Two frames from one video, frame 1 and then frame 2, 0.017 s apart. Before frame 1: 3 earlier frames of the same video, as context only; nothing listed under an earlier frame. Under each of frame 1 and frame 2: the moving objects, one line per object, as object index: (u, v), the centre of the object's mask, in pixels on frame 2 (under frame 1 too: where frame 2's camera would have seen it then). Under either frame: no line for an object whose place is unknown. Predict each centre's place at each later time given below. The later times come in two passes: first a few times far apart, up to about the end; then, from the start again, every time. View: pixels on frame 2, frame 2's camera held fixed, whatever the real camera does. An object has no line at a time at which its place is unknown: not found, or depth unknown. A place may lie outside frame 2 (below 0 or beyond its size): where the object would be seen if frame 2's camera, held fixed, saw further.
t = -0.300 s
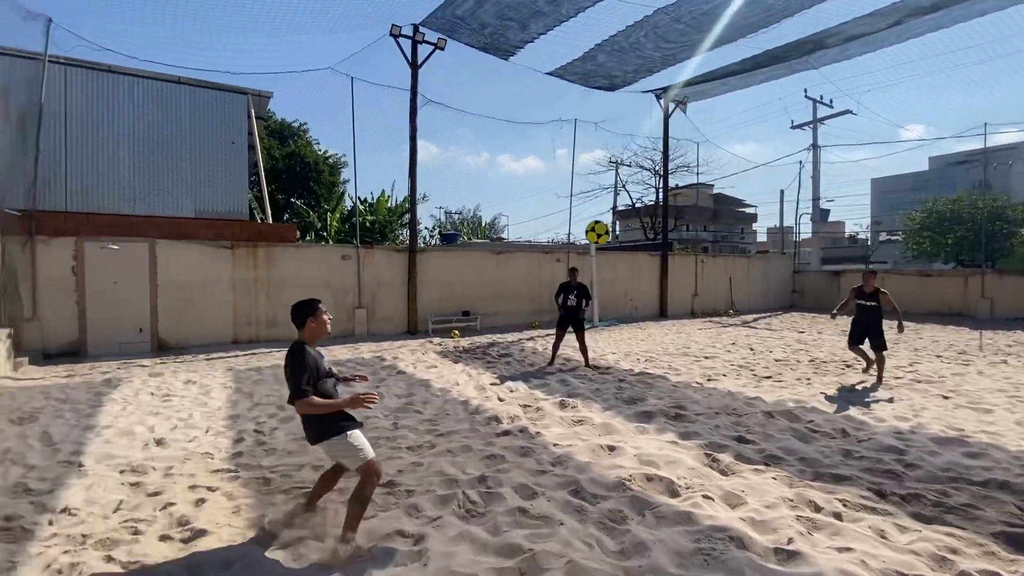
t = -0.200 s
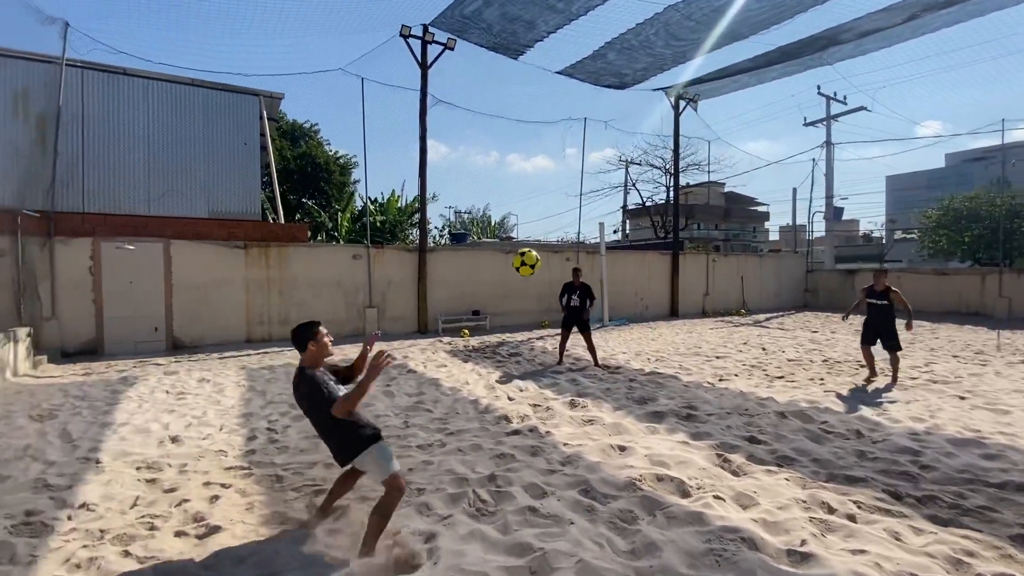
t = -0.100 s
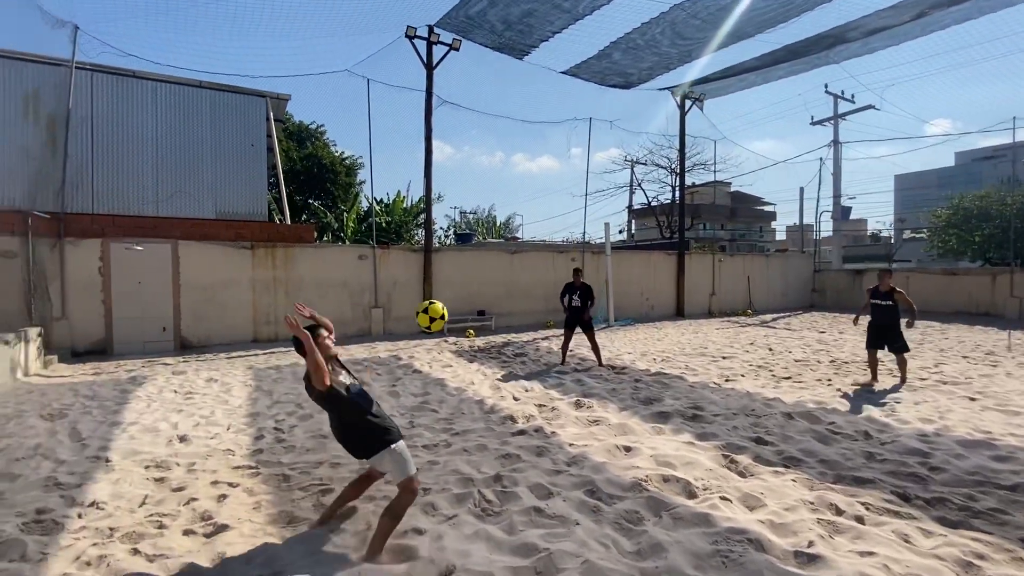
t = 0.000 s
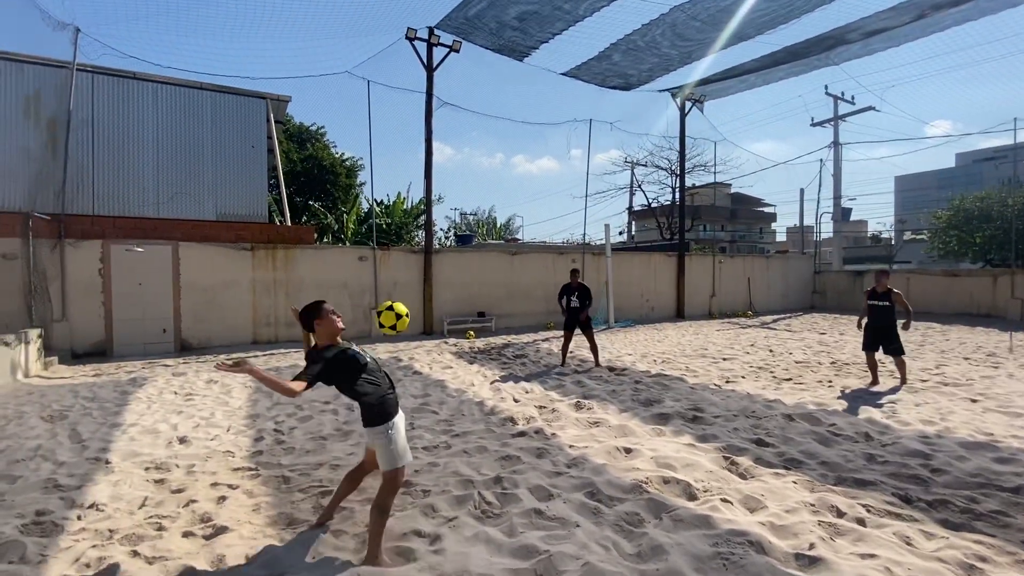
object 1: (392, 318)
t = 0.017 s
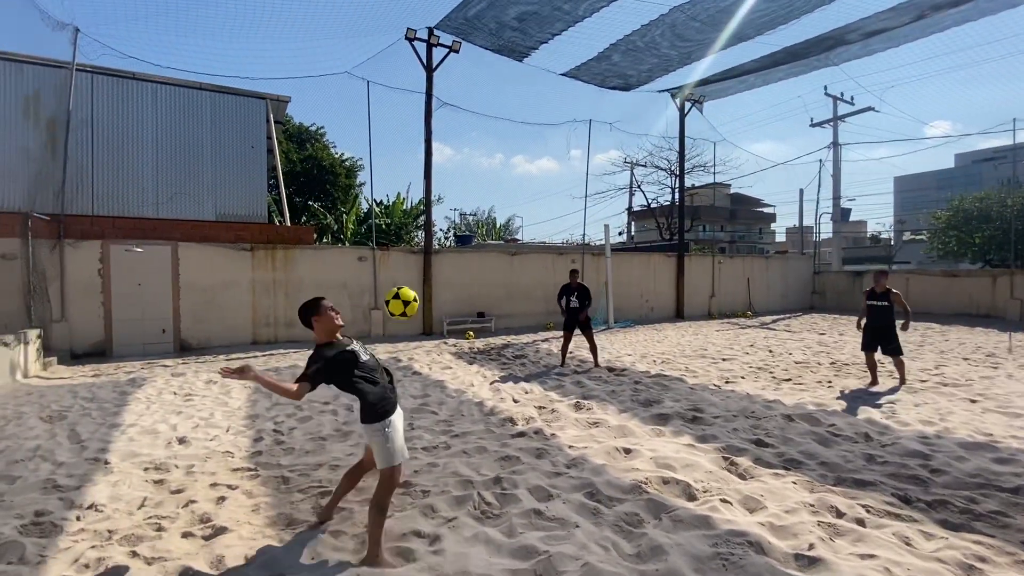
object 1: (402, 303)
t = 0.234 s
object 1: (530, 149)
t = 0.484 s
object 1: (675, 62)
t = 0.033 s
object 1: (412, 288)
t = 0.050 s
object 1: (422, 274)
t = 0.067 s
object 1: (432, 261)
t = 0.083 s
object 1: (441, 248)
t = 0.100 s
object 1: (452, 235)
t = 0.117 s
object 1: (461, 223)
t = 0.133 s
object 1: (471, 211)
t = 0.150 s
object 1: (481, 200)
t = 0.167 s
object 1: (491, 188)
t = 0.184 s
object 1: (501, 178)
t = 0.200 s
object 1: (510, 168)
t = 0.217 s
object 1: (520, 158)
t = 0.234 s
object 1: (530, 149)
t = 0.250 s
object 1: (540, 140)
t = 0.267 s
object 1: (549, 132)
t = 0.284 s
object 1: (559, 124)
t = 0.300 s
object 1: (569, 117)
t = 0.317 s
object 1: (578, 110)
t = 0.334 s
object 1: (587, 104)
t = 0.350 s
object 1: (597, 98)
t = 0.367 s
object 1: (606, 93)
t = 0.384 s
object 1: (616, 88)
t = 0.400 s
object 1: (625, 84)
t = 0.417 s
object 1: (634, 80)
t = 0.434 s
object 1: (644, 76)
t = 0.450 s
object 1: (655, 71)
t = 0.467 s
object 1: (664, 66)
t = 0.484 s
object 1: (675, 62)
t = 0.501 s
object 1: (685, 58)
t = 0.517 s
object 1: (696, 55)
